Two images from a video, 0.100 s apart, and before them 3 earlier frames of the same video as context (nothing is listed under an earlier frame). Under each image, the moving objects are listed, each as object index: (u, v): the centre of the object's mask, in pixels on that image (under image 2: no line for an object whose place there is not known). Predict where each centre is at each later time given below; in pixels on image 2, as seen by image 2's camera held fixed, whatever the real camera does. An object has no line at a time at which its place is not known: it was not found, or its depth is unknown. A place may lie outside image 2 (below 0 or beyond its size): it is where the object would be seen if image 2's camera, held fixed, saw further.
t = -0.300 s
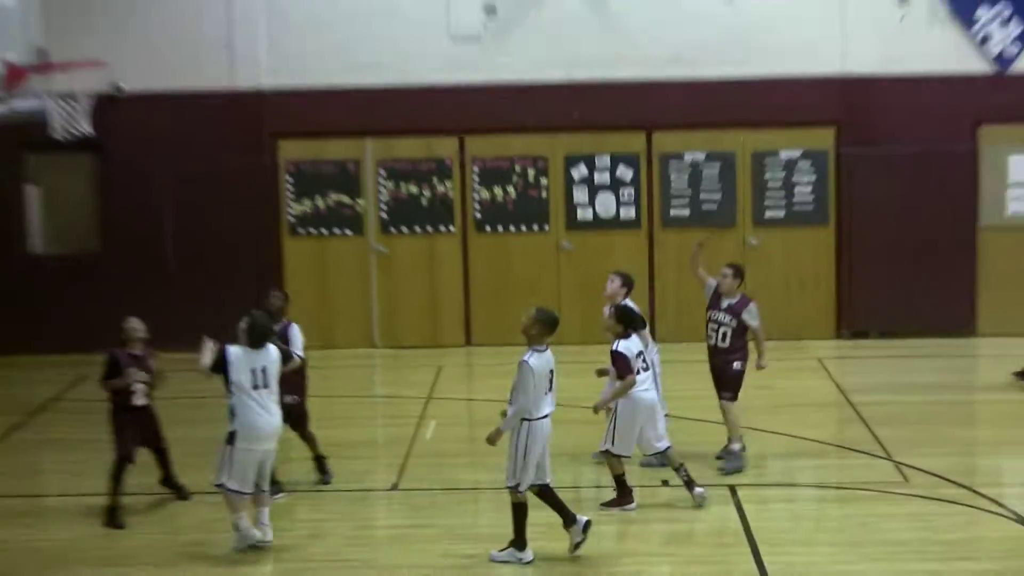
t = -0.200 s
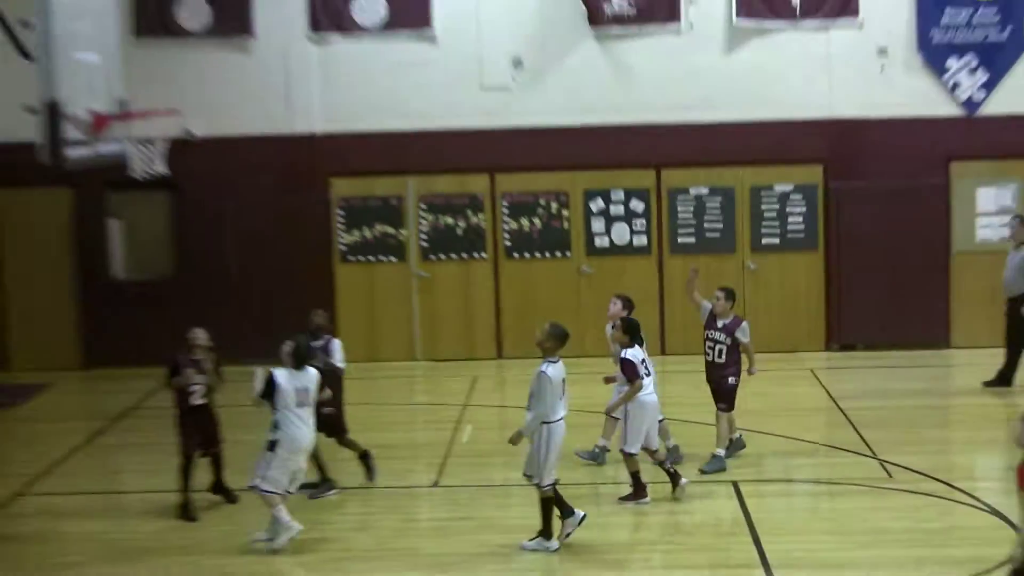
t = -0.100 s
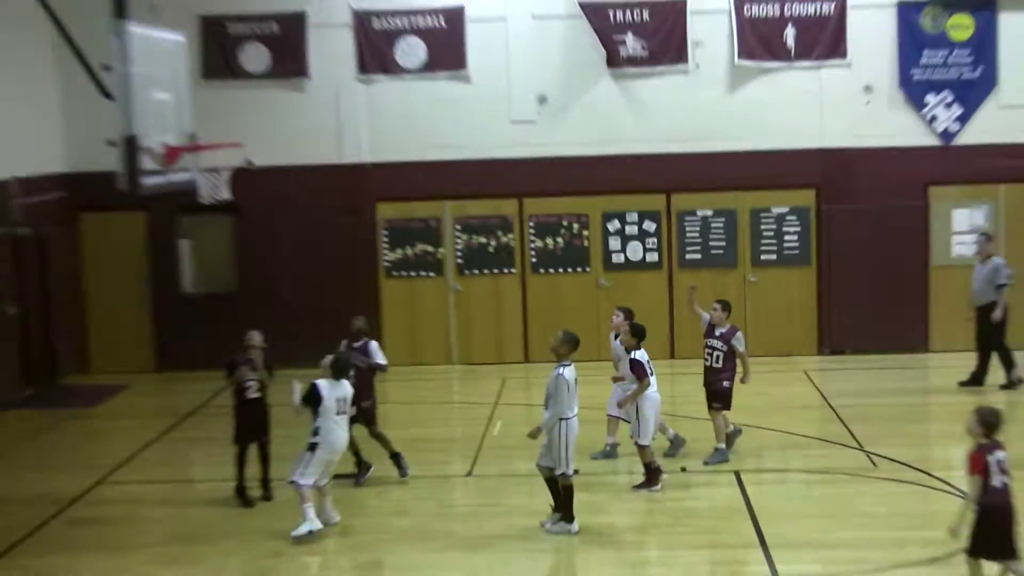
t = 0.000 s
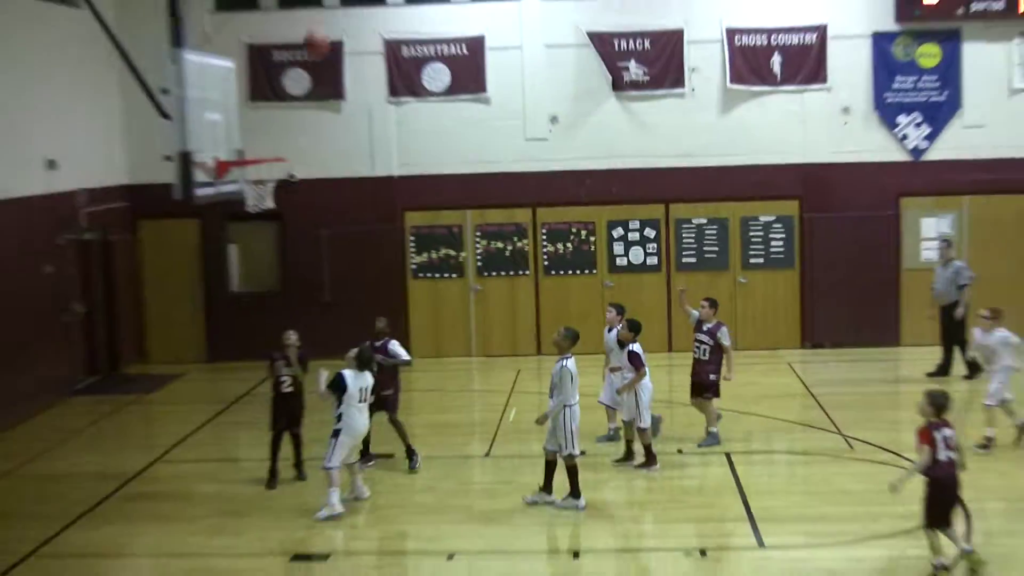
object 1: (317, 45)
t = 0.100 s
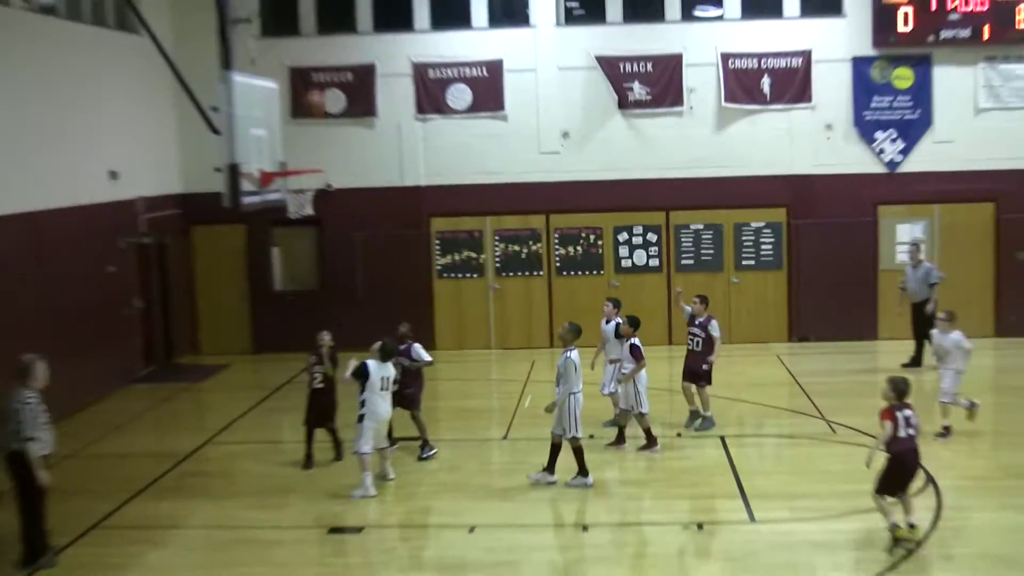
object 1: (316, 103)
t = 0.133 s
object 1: (301, 118)
